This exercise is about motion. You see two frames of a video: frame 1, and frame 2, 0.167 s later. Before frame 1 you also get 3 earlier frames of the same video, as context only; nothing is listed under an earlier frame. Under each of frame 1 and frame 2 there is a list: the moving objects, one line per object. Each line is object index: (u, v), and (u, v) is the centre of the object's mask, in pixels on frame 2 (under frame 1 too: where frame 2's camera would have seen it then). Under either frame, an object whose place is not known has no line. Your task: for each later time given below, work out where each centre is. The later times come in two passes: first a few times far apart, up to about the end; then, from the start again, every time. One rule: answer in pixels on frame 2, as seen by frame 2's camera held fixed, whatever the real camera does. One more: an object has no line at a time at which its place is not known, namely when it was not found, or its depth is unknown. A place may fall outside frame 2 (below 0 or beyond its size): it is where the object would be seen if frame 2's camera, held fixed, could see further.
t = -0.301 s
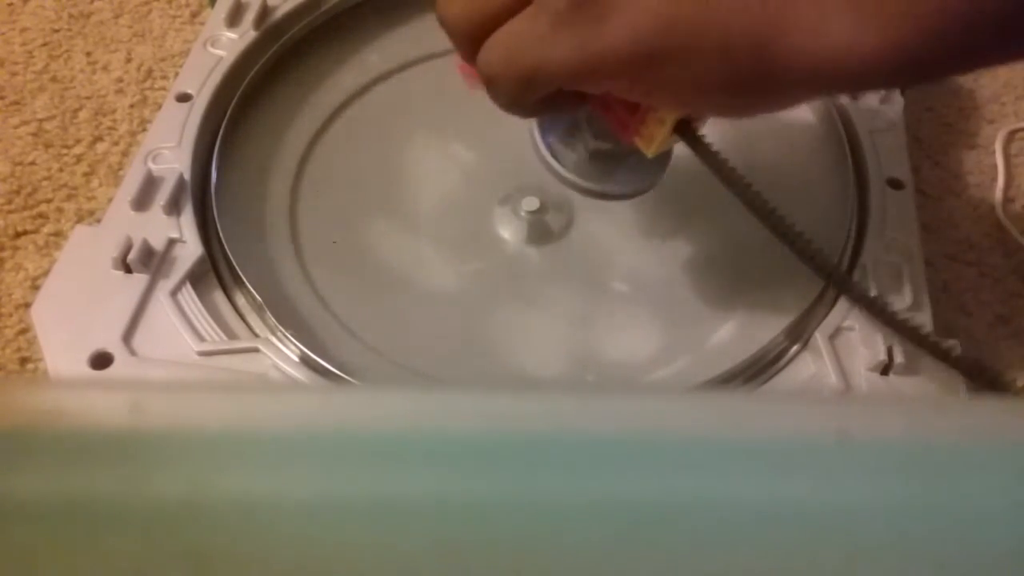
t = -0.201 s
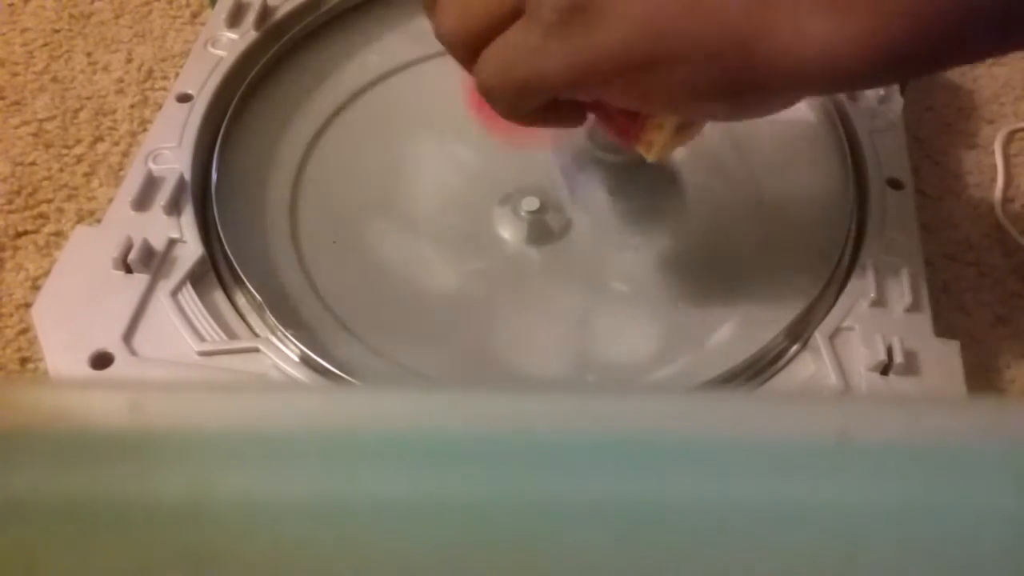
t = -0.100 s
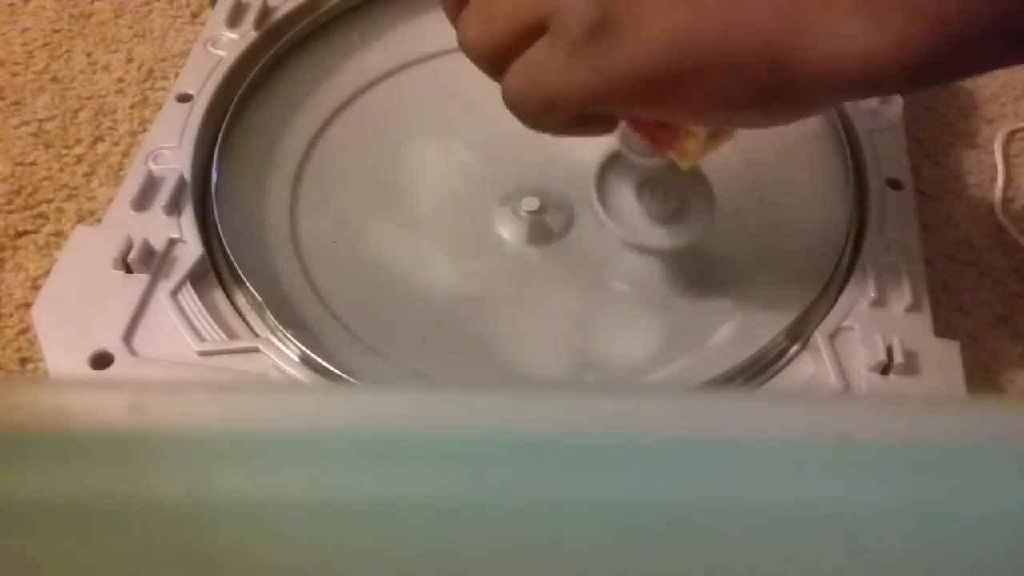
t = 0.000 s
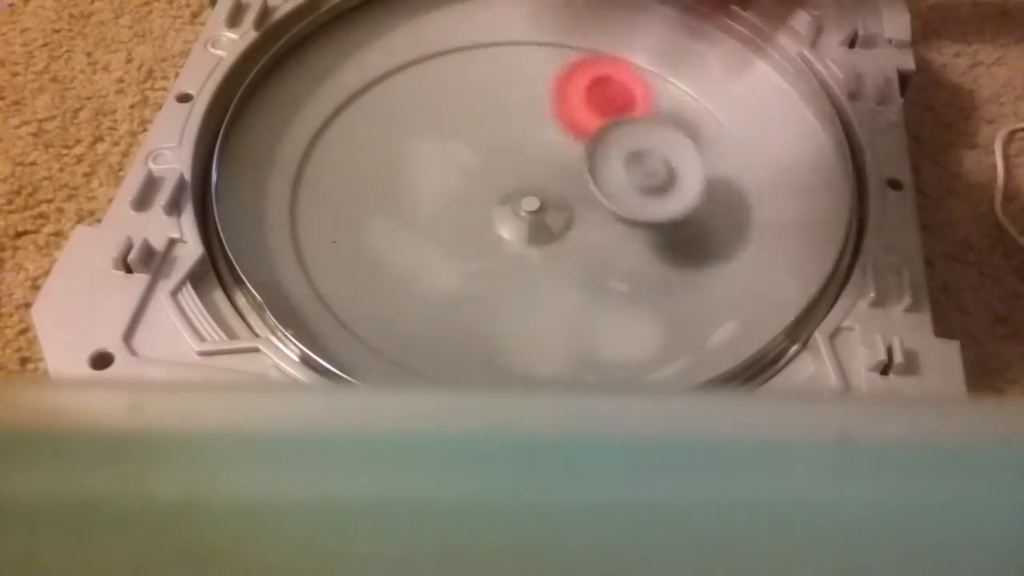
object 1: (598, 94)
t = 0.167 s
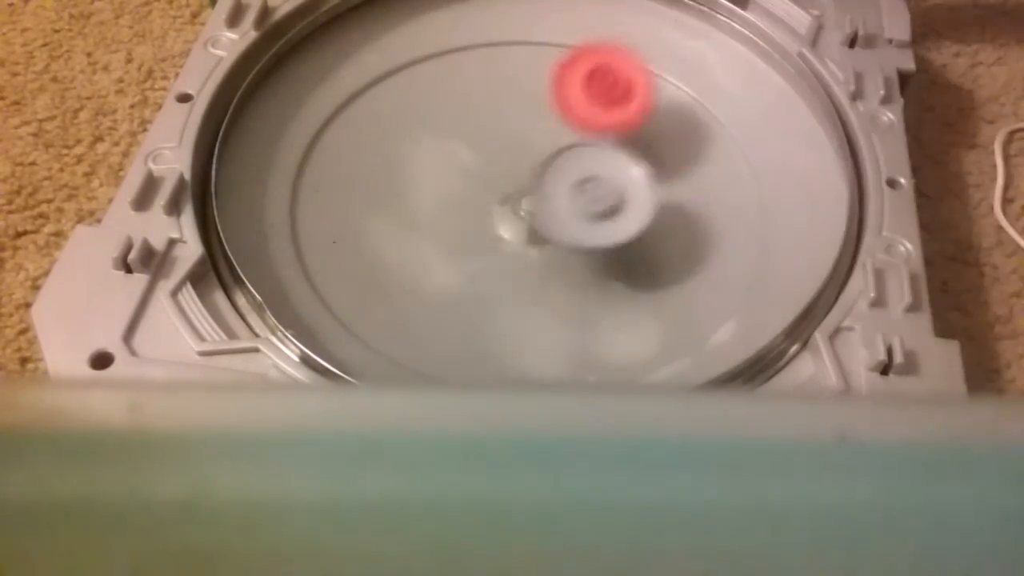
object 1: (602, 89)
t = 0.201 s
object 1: (593, 92)
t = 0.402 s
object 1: (538, 136)
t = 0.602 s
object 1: (537, 202)
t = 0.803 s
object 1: (610, 227)
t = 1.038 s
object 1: (652, 221)
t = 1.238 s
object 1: (666, 203)
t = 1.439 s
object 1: (570, 193)
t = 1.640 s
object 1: (656, 175)
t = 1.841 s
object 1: (536, 158)
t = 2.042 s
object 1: (419, 199)
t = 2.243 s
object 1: (419, 272)
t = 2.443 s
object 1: (459, 316)
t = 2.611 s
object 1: (513, 251)
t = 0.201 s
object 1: (593, 92)
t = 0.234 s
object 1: (582, 99)
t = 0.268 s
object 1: (570, 105)
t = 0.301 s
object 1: (562, 111)
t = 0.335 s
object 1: (551, 118)
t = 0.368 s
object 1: (544, 125)
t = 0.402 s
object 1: (538, 136)
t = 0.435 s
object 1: (533, 147)
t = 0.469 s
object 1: (530, 158)
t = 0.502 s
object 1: (528, 170)
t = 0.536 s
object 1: (529, 182)
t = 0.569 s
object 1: (532, 193)
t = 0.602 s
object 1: (537, 202)
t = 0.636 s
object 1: (549, 208)
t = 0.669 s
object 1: (564, 213)
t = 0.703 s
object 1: (577, 218)
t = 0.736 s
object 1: (591, 222)
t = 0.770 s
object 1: (602, 225)
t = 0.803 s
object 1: (610, 227)
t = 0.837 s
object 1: (615, 227)
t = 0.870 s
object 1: (616, 226)
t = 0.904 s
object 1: (616, 224)
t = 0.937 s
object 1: (615, 222)
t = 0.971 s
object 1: (627, 221)
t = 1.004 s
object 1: (641, 221)
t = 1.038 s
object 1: (652, 221)
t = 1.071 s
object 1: (662, 221)
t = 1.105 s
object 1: (670, 220)
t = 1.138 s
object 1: (676, 217)
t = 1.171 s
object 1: (679, 214)
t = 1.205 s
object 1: (676, 209)
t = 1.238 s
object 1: (666, 203)
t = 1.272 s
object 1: (652, 198)
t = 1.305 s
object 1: (634, 194)
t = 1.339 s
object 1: (612, 191)
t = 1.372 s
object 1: (587, 191)
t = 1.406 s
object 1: (561, 192)
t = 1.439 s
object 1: (570, 193)
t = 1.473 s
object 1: (602, 194)
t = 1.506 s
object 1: (630, 194)
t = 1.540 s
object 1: (648, 191)
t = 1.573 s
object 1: (659, 187)
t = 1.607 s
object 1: (662, 182)
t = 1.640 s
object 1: (656, 175)
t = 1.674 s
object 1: (645, 167)
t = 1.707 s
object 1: (628, 160)
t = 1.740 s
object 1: (606, 155)
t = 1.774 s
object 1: (584, 153)
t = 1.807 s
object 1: (562, 155)
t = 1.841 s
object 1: (536, 158)
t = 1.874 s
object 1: (511, 161)
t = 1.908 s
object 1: (488, 164)
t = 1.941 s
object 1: (467, 171)
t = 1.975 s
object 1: (447, 179)
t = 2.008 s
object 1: (431, 189)
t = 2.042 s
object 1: (419, 199)
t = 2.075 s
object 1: (408, 210)
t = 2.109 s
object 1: (401, 223)
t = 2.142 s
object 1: (398, 236)
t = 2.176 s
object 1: (399, 249)
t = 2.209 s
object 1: (406, 262)
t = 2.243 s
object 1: (419, 272)
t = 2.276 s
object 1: (435, 279)
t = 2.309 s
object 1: (433, 291)
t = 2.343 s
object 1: (429, 304)
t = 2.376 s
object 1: (432, 312)
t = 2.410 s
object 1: (443, 315)
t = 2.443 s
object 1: (459, 316)
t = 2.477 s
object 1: (476, 311)
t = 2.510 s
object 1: (491, 301)
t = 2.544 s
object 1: (502, 287)
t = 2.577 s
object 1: (510, 269)
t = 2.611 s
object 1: (513, 251)
